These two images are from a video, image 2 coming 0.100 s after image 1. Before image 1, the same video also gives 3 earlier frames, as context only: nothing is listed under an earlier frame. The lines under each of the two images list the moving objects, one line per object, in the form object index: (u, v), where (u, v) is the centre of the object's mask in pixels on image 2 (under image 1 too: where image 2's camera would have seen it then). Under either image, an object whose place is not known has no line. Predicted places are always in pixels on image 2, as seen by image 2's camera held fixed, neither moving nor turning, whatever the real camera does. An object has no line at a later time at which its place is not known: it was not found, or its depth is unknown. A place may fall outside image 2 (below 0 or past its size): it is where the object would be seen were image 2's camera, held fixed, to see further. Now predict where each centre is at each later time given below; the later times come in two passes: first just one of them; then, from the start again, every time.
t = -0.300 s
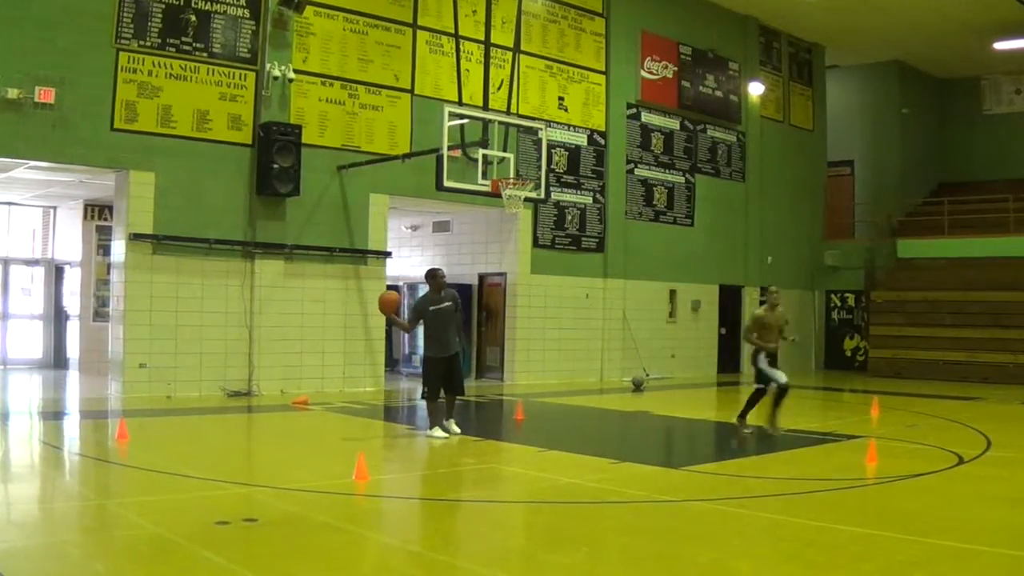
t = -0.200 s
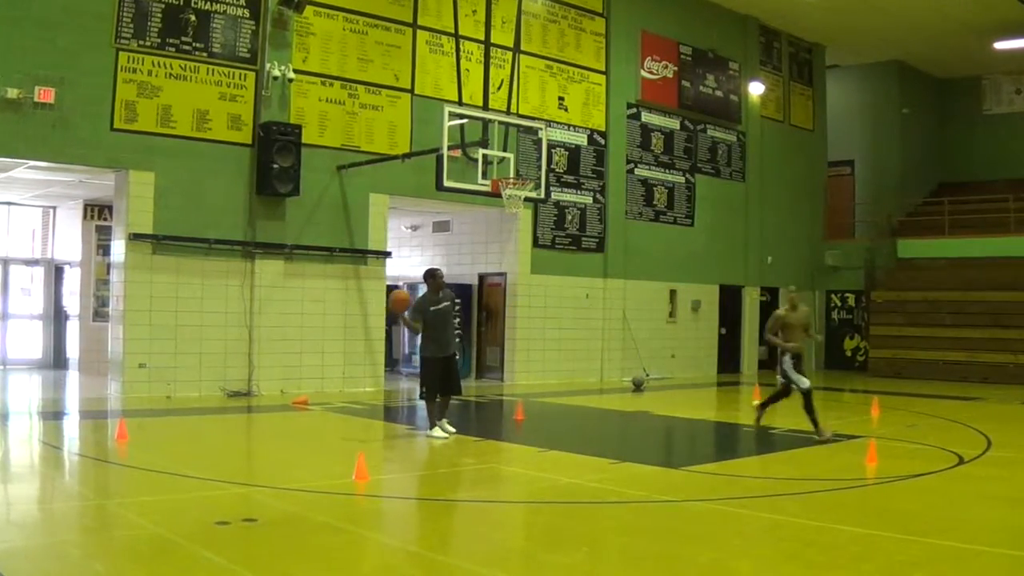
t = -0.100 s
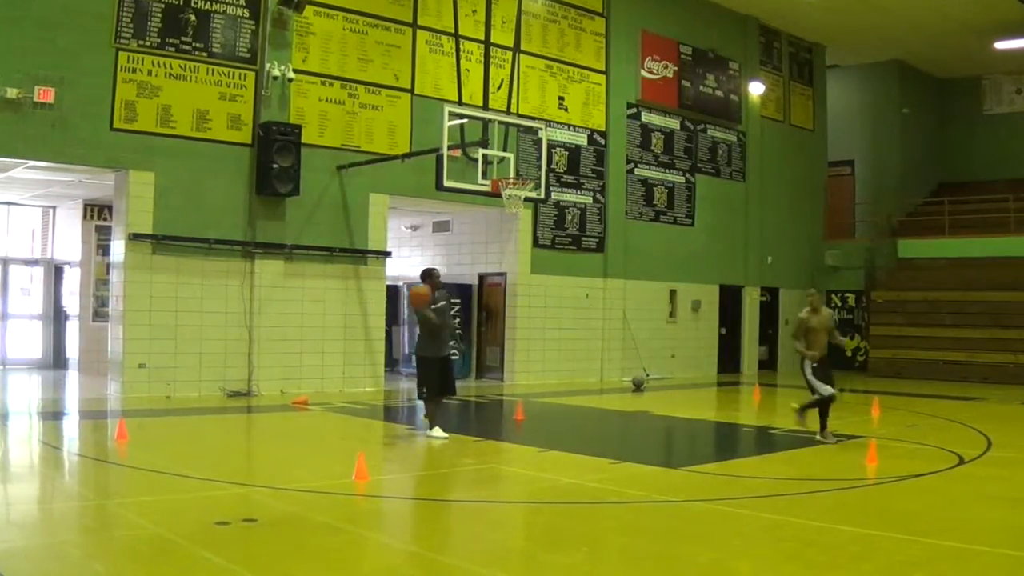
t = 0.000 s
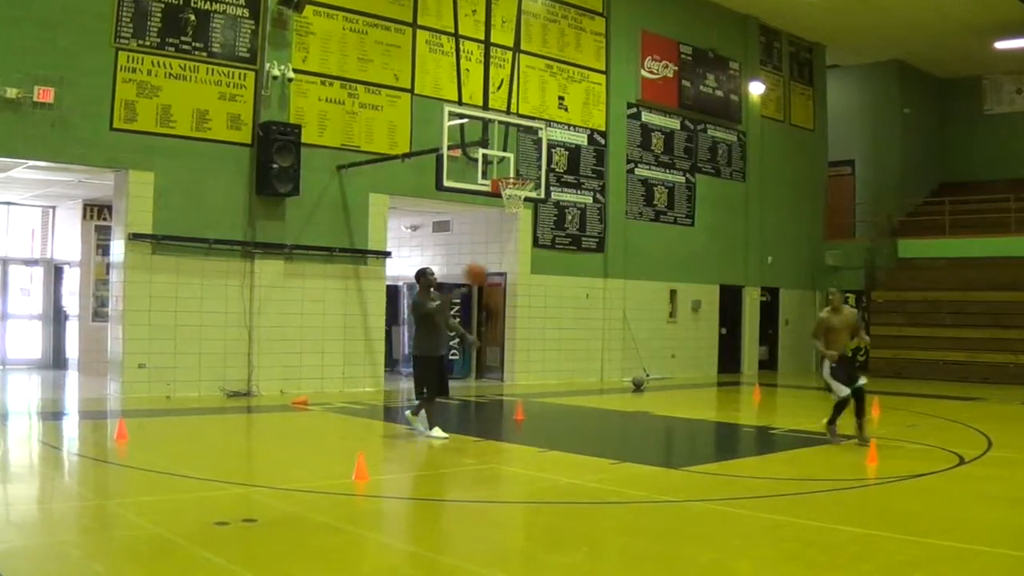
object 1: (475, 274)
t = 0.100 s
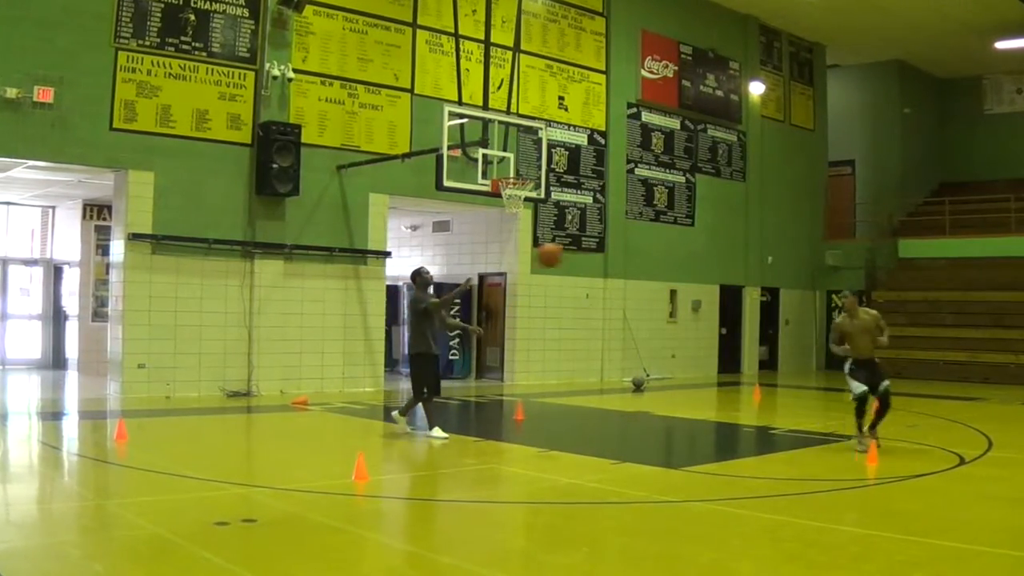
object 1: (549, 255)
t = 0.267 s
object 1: (676, 246)
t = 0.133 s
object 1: (575, 251)
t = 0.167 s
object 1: (599, 248)
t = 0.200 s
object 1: (626, 245)
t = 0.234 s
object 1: (651, 245)
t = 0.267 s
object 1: (676, 246)
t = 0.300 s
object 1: (702, 247)
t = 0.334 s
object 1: (728, 249)
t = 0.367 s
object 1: (754, 254)
